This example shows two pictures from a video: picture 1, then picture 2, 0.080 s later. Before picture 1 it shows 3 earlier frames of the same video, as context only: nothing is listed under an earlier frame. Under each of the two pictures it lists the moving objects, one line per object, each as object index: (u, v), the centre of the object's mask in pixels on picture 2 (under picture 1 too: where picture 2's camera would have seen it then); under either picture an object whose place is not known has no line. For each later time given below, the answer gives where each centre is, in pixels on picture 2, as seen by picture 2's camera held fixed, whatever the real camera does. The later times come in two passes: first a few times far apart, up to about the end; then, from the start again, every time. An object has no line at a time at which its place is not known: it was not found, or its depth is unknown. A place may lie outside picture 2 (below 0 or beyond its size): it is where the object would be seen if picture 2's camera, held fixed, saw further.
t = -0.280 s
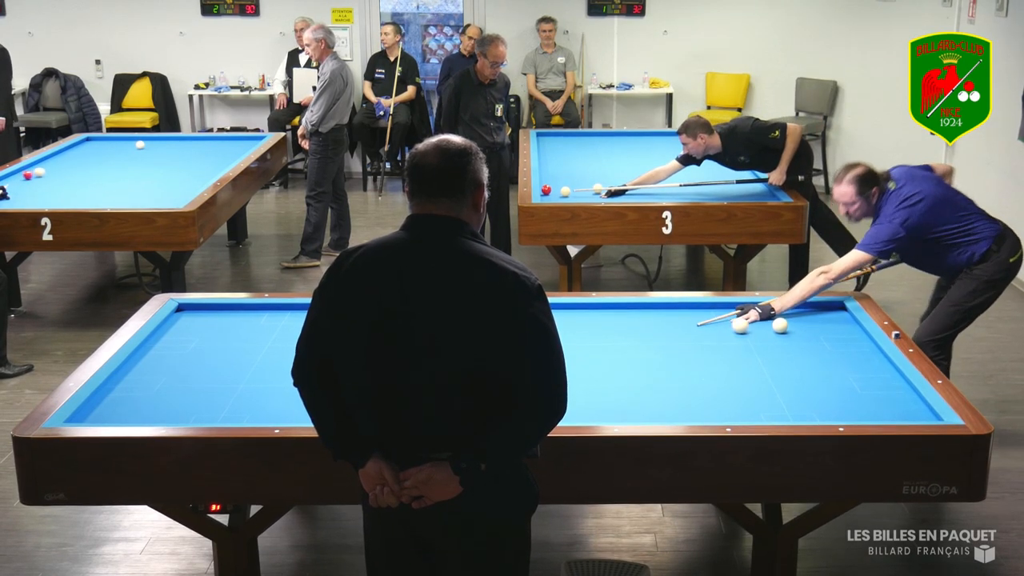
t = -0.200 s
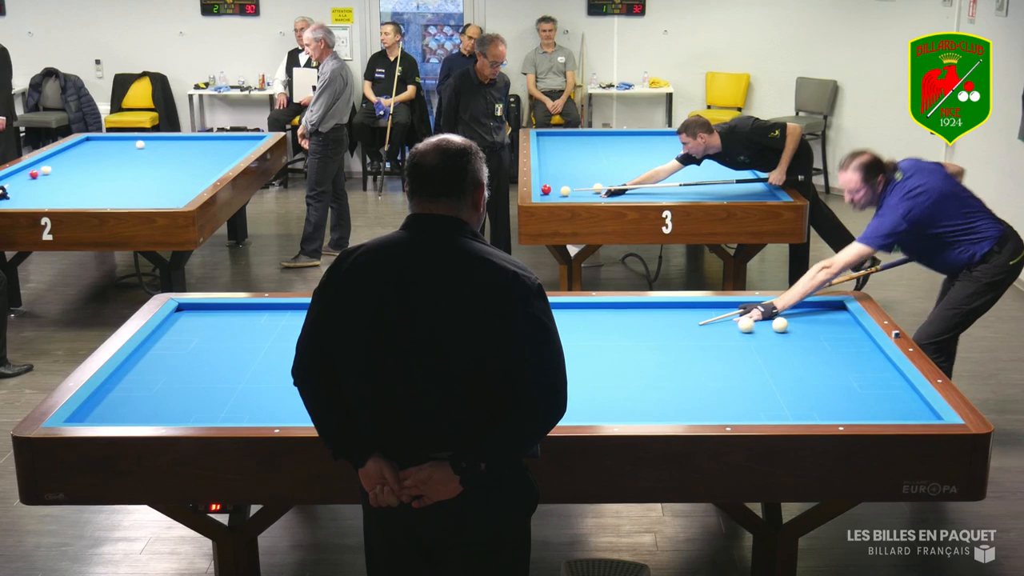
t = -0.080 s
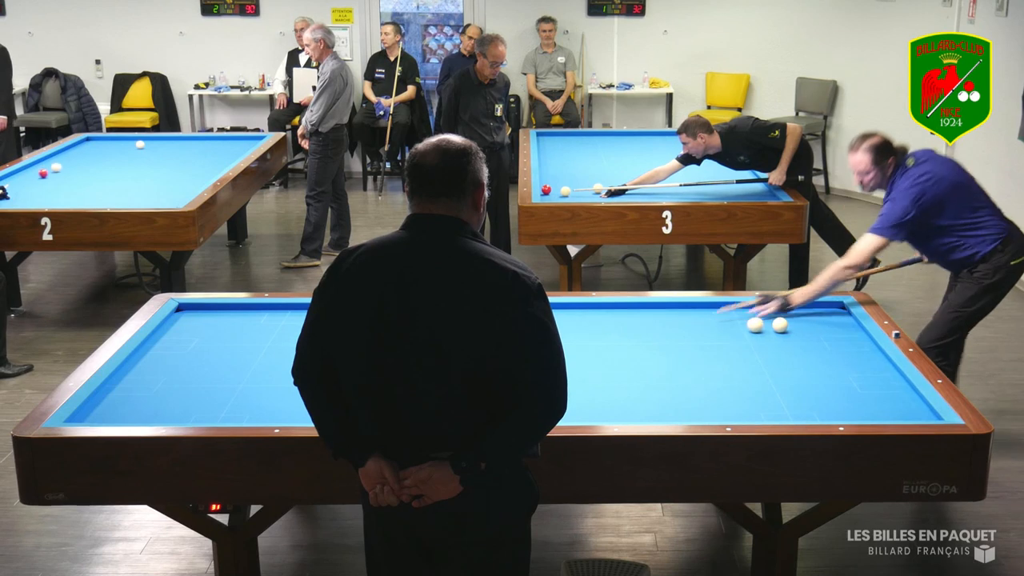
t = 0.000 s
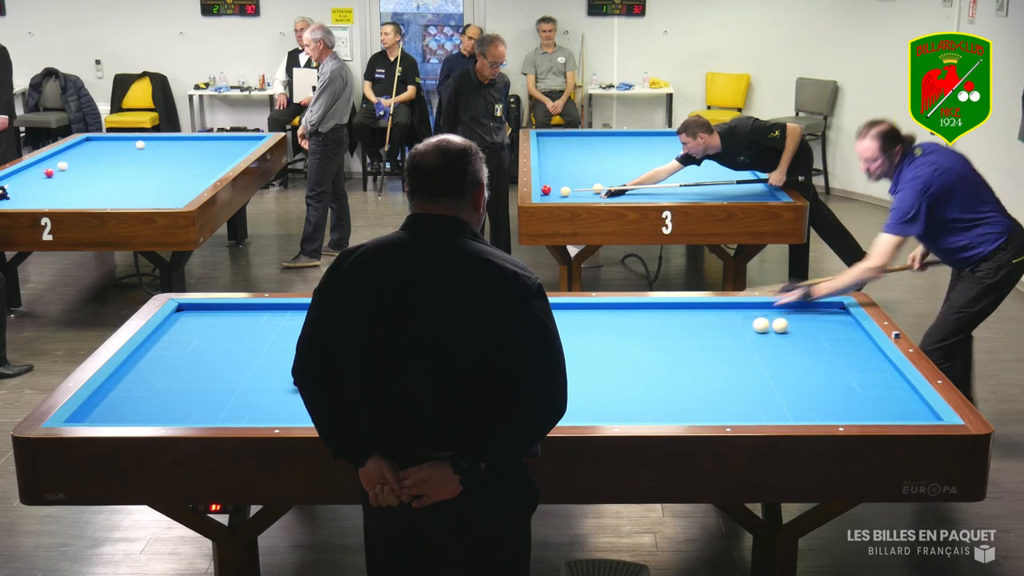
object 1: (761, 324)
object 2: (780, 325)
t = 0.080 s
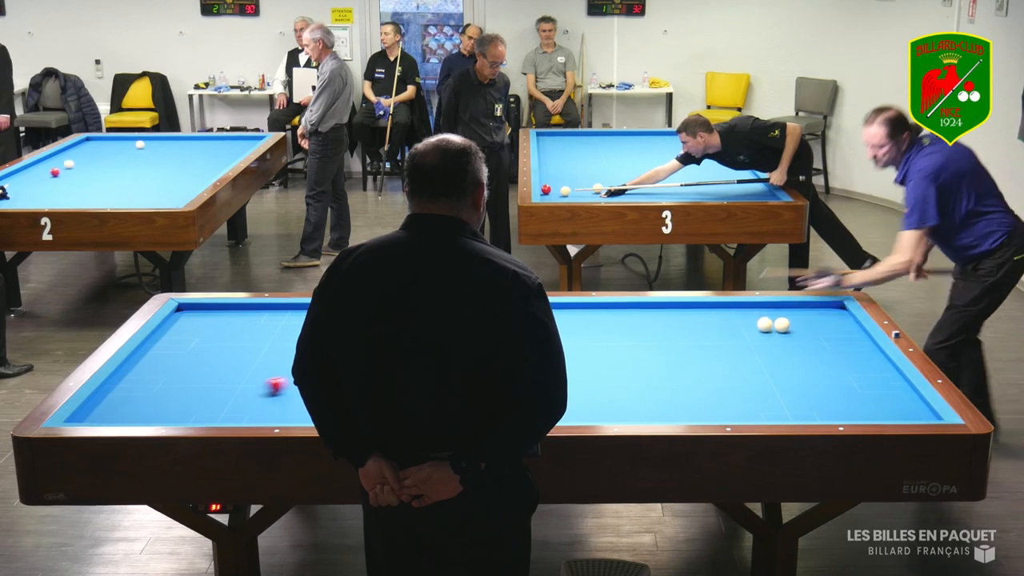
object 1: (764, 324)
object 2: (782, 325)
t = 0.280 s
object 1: (767, 324)
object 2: (791, 325)
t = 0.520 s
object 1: (770, 323)
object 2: (801, 325)
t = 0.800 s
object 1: (773, 323)
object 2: (812, 325)
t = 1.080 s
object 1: (775, 322)
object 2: (823, 325)
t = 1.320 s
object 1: (777, 322)
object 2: (831, 325)
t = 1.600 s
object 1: (777, 322)
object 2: (840, 325)
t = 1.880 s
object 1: (778, 322)
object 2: (847, 325)
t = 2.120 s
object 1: (778, 322)
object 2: (853, 325)
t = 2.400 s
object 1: (778, 322)
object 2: (851, 325)
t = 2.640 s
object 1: (778, 322)
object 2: (849, 325)
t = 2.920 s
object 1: (778, 322)
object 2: (847, 325)
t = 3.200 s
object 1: (778, 322)
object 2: (846, 325)
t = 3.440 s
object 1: (778, 322)
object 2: (845, 325)
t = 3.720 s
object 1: (778, 322)
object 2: (845, 325)
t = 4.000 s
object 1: (778, 322)
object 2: (845, 325)
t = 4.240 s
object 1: (778, 322)
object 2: (845, 325)
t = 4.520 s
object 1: (778, 322)
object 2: (845, 325)
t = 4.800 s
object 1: (778, 322)
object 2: (845, 325)
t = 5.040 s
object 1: (778, 322)
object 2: (845, 325)
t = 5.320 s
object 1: (778, 322)
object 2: (845, 325)
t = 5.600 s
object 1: (778, 322)
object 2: (845, 325)
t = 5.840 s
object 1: (778, 322)
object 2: (845, 325)
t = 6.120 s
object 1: (778, 322)
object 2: (845, 325)
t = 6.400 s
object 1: (778, 322)
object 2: (845, 325)
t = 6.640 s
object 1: (778, 322)
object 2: (845, 325)
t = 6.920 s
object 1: (778, 322)
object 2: (845, 325)
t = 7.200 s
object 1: (778, 322)
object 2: (845, 325)
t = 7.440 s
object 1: (778, 322)
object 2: (845, 324)
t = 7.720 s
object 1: (778, 322)
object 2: (845, 325)
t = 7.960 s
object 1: (778, 322)
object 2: (845, 325)
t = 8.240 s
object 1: (778, 322)
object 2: (844, 323)
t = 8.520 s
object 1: (778, 322)
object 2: (846, 323)
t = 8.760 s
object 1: (778, 322)
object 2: (846, 325)
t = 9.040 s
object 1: (778, 322)
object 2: (845, 325)
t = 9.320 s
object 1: (778, 322)
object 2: (845, 325)
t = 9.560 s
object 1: (778, 322)
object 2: (845, 325)
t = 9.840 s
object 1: (778, 322)
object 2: (845, 325)
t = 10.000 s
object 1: (778, 322)
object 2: (845, 325)
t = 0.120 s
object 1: (765, 324)
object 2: (784, 325)
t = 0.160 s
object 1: (766, 324)
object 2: (785, 325)
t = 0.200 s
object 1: (766, 324)
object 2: (788, 325)
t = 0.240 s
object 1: (767, 324)
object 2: (789, 325)
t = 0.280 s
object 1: (767, 324)
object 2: (791, 325)
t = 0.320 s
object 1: (768, 324)
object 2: (793, 325)
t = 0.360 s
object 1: (768, 324)
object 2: (794, 325)
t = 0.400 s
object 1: (769, 324)
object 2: (796, 325)
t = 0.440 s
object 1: (769, 324)
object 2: (798, 325)
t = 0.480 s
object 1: (770, 323)
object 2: (799, 325)
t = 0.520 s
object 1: (770, 323)
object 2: (801, 325)
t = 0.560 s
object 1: (771, 323)
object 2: (803, 325)
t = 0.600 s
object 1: (771, 323)
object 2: (804, 325)
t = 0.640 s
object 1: (771, 323)
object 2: (806, 325)
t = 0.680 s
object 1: (772, 323)
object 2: (808, 325)
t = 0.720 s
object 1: (772, 323)
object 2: (809, 325)
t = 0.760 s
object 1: (772, 322)
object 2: (811, 325)
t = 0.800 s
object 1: (773, 323)
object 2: (812, 325)
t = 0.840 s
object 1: (773, 323)
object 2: (814, 325)
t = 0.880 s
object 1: (774, 323)
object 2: (815, 325)
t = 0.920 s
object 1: (774, 322)
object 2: (817, 325)
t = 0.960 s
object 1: (774, 323)
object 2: (818, 326)
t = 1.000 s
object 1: (774, 323)
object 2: (820, 325)
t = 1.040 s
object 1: (775, 323)
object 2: (821, 325)
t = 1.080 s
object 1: (775, 322)
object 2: (823, 325)
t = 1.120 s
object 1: (775, 322)
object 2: (824, 325)
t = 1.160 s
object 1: (776, 322)
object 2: (826, 325)
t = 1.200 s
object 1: (776, 322)
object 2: (827, 325)
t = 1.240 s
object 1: (776, 322)
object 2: (828, 325)
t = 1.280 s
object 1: (776, 322)
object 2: (830, 325)
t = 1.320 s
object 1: (777, 322)
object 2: (831, 325)
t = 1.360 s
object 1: (777, 322)
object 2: (832, 325)
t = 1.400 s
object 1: (777, 322)
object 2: (833, 325)
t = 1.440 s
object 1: (777, 322)
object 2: (835, 325)
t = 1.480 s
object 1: (777, 322)
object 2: (836, 325)
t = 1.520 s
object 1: (777, 322)
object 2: (837, 325)
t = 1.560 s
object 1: (777, 322)
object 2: (838, 325)
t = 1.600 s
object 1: (777, 322)
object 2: (840, 325)
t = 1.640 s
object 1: (778, 322)
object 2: (841, 325)
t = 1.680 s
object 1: (778, 322)
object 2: (842, 325)
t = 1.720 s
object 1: (778, 322)
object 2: (843, 325)
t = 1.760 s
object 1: (778, 322)
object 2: (844, 325)
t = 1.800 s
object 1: (778, 322)
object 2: (845, 325)
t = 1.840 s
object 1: (778, 322)
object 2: (846, 325)
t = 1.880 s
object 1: (778, 322)
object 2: (847, 325)
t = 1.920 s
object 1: (778, 322)
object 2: (848, 325)
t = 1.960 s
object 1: (778, 322)
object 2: (849, 325)
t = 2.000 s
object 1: (778, 322)
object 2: (850, 325)
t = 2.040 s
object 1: (778, 322)
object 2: (851, 325)
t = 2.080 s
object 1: (778, 322)
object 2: (852, 325)
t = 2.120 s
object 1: (778, 322)
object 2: (853, 325)
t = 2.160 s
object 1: (778, 322)
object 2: (854, 325)
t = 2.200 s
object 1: (778, 322)
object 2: (854, 325)
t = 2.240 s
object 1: (778, 322)
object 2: (854, 325)
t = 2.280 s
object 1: (778, 322)
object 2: (853, 325)
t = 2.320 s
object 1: (778, 322)
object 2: (853, 325)
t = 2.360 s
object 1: (778, 322)
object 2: (852, 325)
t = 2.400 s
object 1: (778, 322)
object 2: (851, 325)
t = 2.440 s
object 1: (778, 322)
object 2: (851, 325)
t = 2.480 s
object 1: (778, 322)
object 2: (850, 325)
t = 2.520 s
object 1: (778, 322)
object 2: (850, 325)
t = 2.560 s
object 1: (778, 322)
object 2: (849, 325)
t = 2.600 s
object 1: (778, 322)
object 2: (849, 325)
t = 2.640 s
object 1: (778, 322)
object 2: (849, 325)
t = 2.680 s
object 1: (778, 322)
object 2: (848, 325)
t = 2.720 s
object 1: (778, 322)
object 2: (848, 325)
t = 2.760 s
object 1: (778, 322)
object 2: (848, 325)
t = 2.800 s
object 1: (778, 322)
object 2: (848, 325)
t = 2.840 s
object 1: (778, 322)
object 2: (847, 325)
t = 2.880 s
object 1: (778, 322)
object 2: (847, 325)
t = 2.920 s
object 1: (778, 322)
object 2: (847, 325)
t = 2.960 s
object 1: (778, 322)
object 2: (847, 325)
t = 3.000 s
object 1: (778, 322)
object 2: (847, 325)
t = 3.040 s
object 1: (778, 322)
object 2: (846, 325)
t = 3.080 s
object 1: (778, 322)
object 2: (846, 325)
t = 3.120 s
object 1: (778, 322)
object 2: (846, 325)
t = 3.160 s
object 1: (778, 322)
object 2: (846, 325)
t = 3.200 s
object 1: (778, 322)
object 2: (846, 325)
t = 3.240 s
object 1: (778, 322)
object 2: (845, 325)
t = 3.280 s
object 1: (778, 322)
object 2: (845, 325)
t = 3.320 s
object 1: (778, 322)
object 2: (845, 325)
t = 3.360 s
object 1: (778, 322)
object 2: (845, 325)
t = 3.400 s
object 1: (778, 322)
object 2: (845, 325)
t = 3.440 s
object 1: (778, 322)
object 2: (845, 325)
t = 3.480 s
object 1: (778, 322)
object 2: (845, 325)
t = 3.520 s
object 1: (778, 322)
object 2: (845, 325)
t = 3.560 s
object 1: (778, 322)
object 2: (845, 325)
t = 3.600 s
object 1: (778, 322)
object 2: (845, 325)
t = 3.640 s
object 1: (778, 322)
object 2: (845, 325)
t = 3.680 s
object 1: (778, 322)
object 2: (845, 325)
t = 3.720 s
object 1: (778, 322)
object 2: (845, 325)
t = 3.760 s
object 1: (778, 322)
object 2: (845, 325)
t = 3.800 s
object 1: (778, 322)
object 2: (845, 325)
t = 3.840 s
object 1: (778, 322)
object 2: (845, 325)
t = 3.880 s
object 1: (778, 322)
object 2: (845, 325)
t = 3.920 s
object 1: (778, 322)
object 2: (845, 325)
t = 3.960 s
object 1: (778, 322)
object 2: (845, 325)
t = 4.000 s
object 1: (778, 322)
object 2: (845, 325)
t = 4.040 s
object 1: (778, 322)
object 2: (845, 325)
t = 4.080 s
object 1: (778, 322)
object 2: (845, 325)
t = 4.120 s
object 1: (778, 322)
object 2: (845, 325)
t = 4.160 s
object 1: (778, 322)
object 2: (845, 325)
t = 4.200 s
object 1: (778, 322)
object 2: (845, 325)
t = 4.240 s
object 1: (778, 322)
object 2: (845, 325)
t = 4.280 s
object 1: (778, 322)
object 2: (845, 325)
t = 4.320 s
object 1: (778, 322)
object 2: (845, 325)
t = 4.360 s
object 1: (778, 322)
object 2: (845, 325)
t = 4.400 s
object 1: (778, 322)
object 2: (845, 325)
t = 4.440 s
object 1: (778, 322)
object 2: (845, 325)
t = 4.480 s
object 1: (778, 322)
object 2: (845, 325)
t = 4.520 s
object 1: (778, 322)
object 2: (845, 325)
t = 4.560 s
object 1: (778, 322)
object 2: (845, 325)
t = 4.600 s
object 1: (778, 322)
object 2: (845, 325)
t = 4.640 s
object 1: (778, 322)
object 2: (845, 325)
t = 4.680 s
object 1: (778, 322)
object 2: (845, 325)
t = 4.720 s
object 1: (778, 322)
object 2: (845, 325)
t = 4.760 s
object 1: (778, 322)
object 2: (845, 325)
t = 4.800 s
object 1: (778, 322)
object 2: (845, 325)
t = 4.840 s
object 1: (778, 322)
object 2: (845, 325)
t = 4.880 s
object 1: (778, 322)
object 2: (845, 325)
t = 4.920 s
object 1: (778, 322)
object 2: (845, 325)
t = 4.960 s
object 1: (778, 322)
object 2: (845, 325)
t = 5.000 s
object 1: (778, 322)
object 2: (845, 325)
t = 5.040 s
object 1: (778, 322)
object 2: (845, 325)
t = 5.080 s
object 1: (778, 322)
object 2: (845, 325)
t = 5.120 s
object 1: (778, 322)
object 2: (845, 325)
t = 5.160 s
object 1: (778, 322)
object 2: (845, 325)
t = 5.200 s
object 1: (778, 322)
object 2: (845, 325)
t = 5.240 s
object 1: (778, 322)
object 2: (845, 325)
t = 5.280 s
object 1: (778, 322)
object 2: (845, 325)
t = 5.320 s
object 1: (778, 322)
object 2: (845, 325)
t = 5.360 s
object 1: (778, 322)
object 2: (845, 325)
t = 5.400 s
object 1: (778, 322)
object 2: (845, 325)
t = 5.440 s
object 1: (778, 322)
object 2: (845, 325)
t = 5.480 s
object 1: (778, 322)
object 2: (845, 325)
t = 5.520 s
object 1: (778, 322)
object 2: (845, 325)
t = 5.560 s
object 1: (778, 322)
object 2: (845, 325)
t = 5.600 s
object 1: (778, 322)
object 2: (845, 325)
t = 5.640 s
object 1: (778, 322)
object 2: (845, 325)
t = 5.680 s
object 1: (778, 322)
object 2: (845, 325)
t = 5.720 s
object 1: (778, 322)
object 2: (845, 325)
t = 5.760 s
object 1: (778, 321)
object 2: (845, 325)
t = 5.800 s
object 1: (778, 322)
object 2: (845, 325)
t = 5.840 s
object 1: (778, 322)
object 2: (845, 325)
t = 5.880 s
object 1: (778, 322)
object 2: (845, 325)
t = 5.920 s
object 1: (778, 322)
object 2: (845, 325)
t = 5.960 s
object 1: (778, 322)
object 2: (845, 325)
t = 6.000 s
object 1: (778, 322)
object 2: (845, 325)
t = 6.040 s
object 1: (778, 322)
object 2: (845, 325)
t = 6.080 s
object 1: (778, 322)
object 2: (845, 325)
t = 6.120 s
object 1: (778, 322)
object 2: (845, 325)
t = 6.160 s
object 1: (778, 322)
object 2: (845, 325)
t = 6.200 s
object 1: (778, 322)
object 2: (845, 325)
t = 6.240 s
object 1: (778, 322)
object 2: (845, 325)
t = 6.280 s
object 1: (778, 322)
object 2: (845, 325)
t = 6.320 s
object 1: (778, 322)
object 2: (845, 325)
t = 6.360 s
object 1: (778, 322)
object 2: (845, 325)
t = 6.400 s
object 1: (778, 322)
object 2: (845, 325)
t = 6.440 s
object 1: (778, 322)
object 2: (845, 325)
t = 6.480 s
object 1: (778, 322)
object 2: (845, 325)
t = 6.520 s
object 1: (778, 322)
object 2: (845, 325)
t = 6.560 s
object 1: (778, 322)
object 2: (845, 325)
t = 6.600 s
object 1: (778, 322)
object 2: (845, 325)
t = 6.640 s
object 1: (778, 322)
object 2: (845, 325)
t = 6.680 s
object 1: (778, 322)
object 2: (845, 325)
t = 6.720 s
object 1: (778, 322)
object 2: (845, 325)
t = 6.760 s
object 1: (778, 322)
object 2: (845, 325)
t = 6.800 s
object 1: (778, 322)
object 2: (845, 325)
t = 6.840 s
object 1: (778, 322)
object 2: (845, 325)
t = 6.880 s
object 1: (778, 322)
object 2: (845, 325)
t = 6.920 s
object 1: (778, 322)
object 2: (845, 325)
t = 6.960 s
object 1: (778, 322)
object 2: (845, 325)
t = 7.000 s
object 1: (778, 322)
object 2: (845, 325)
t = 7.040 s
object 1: (778, 322)
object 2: (845, 325)
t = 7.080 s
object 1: (778, 322)
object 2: (845, 325)
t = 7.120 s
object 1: (778, 322)
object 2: (845, 325)
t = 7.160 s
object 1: (778, 322)
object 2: (845, 325)
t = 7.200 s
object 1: (778, 322)
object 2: (845, 325)
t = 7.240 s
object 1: (778, 322)
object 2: (845, 325)
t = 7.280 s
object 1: (778, 322)
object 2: (845, 325)
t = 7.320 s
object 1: (778, 322)
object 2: (845, 325)
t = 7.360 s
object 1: (778, 322)
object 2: (845, 325)
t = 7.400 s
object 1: (778, 322)
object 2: (845, 325)
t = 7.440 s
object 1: (778, 322)
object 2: (845, 324)
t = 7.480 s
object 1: (778, 322)
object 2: (845, 324)
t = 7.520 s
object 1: (778, 322)
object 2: (845, 324)
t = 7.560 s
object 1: (778, 322)
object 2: (845, 324)
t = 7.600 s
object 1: (778, 322)
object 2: (845, 324)
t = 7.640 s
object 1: (778, 322)
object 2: (844, 325)
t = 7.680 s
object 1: (778, 322)
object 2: (845, 325)
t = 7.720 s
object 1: (778, 322)
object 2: (845, 325)
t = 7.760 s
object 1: (778, 322)
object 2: (845, 325)
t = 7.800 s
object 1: (778, 322)
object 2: (845, 325)
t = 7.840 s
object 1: (778, 322)
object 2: (845, 325)
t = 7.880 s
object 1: (778, 322)
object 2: (845, 325)
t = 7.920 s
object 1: (778, 322)
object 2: (845, 325)
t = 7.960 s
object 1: (778, 322)
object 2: (845, 325)
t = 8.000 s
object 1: (778, 322)
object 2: (844, 325)
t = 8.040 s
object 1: (778, 322)
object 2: (844, 325)
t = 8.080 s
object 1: (778, 322)
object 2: (844, 325)
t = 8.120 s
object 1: (778, 322)
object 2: (844, 324)
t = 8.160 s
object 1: (778, 322)
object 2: (844, 324)
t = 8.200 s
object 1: (778, 322)
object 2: (844, 323)
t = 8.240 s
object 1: (778, 322)
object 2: (844, 323)
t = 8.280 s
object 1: (778, 322)
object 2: (844, 323)
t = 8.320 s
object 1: (778, 322)
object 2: (844, 323)
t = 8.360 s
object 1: (778, 322)
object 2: (844, 323)
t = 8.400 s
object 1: (778, 321)
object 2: (845, 322)
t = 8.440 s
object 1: (778, 322)
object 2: (846, 323)
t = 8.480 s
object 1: (778, 322)
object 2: (846, 323)
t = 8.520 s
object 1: (778, 322)
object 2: (846, 323)
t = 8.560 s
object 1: (778, 322)
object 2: (846, 323)
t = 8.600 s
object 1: (778, 322)
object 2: (847, 324)
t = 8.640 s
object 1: (778, 322)
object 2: (846, 324)
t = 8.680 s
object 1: (778, 322)
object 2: (846, 324)
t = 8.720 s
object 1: (778, 322)
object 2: (846, 324)
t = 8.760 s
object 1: (778, 322)
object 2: (846, 325)
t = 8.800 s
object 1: (778, 322)
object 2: (846, 325)
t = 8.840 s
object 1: (778, 322)
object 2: (846, 325)
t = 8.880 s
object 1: (778, 322)
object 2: (846, 325)
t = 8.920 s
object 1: (778, 322)
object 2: (845, 325)
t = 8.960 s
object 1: (778, 322)
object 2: (845, 325)
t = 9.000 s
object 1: (778, 322)
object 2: (845, 325)
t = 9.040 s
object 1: (778, 322)
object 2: (845, 325)
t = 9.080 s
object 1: (778, 322)
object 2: (845, 325)
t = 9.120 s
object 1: (778, 322)
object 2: (845, 325)
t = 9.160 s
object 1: (778, 322)
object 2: (845, 325)
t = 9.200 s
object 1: (778, 322)
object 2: (845, 325)
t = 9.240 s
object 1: (778, 322)
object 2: (845, 325)
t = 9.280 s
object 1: (778, 322)
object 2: (845, 325)
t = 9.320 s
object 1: (778, 322)
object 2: (845, 325)
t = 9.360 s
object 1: (778, 322)
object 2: (845, 325)
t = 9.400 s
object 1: (778, 322)
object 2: (845, 325)
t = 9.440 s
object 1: (778, 322)
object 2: (845, 325)
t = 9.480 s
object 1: (778, 322)
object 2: (845, 325)
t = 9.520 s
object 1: (778, 322)
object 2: (845, 325)
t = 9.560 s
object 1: (778, 322)
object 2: (845, 325)
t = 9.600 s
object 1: (778, 322)
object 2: (845, 325)
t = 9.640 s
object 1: (778, 322)
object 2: (845, 325)
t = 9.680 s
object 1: (778, 322)
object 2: (845, 325)
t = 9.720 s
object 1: (778, 322)
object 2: (845, 325)
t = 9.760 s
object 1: (778, 322)
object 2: (845, 325)
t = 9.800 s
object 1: (778, 322)
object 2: (845, 325)
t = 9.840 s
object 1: (778, 322)
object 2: (845, 325)
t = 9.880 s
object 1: (778, 322)
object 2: (845, 325)
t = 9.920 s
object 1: (778, 322)
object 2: (845, 325)
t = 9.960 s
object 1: (778, 322)
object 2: (845, 325)
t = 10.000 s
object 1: (778, 322)
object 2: (845, 325)
